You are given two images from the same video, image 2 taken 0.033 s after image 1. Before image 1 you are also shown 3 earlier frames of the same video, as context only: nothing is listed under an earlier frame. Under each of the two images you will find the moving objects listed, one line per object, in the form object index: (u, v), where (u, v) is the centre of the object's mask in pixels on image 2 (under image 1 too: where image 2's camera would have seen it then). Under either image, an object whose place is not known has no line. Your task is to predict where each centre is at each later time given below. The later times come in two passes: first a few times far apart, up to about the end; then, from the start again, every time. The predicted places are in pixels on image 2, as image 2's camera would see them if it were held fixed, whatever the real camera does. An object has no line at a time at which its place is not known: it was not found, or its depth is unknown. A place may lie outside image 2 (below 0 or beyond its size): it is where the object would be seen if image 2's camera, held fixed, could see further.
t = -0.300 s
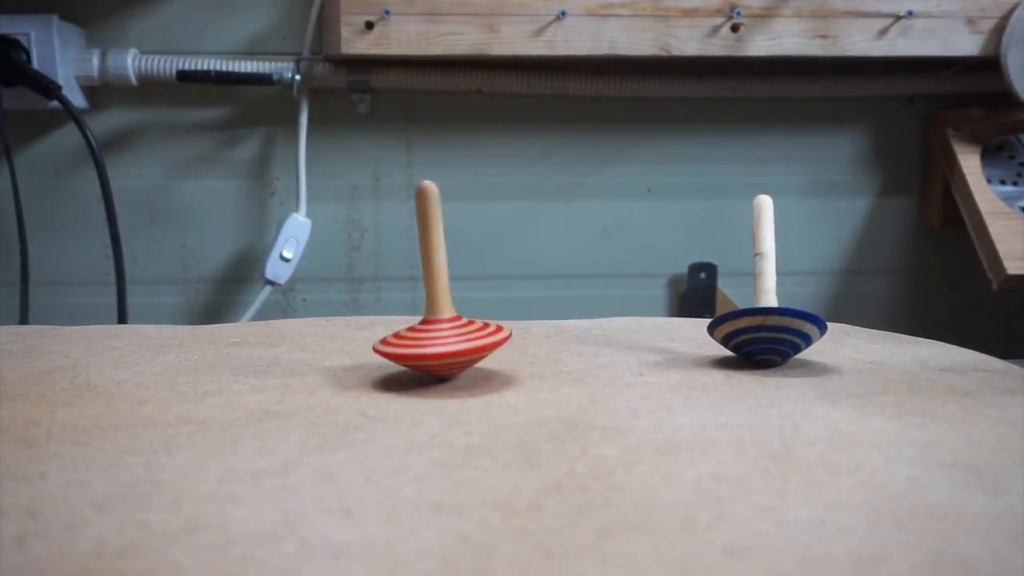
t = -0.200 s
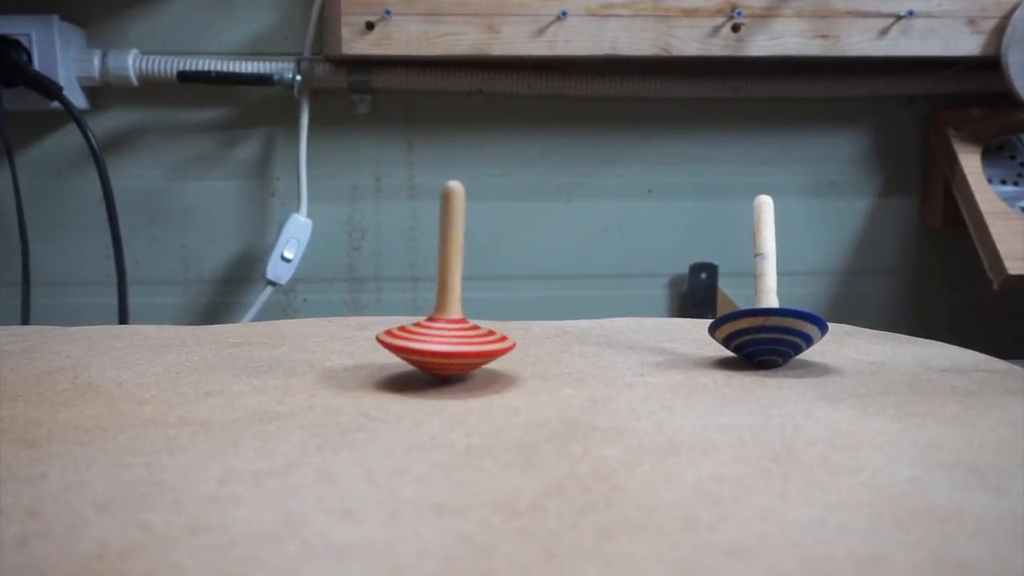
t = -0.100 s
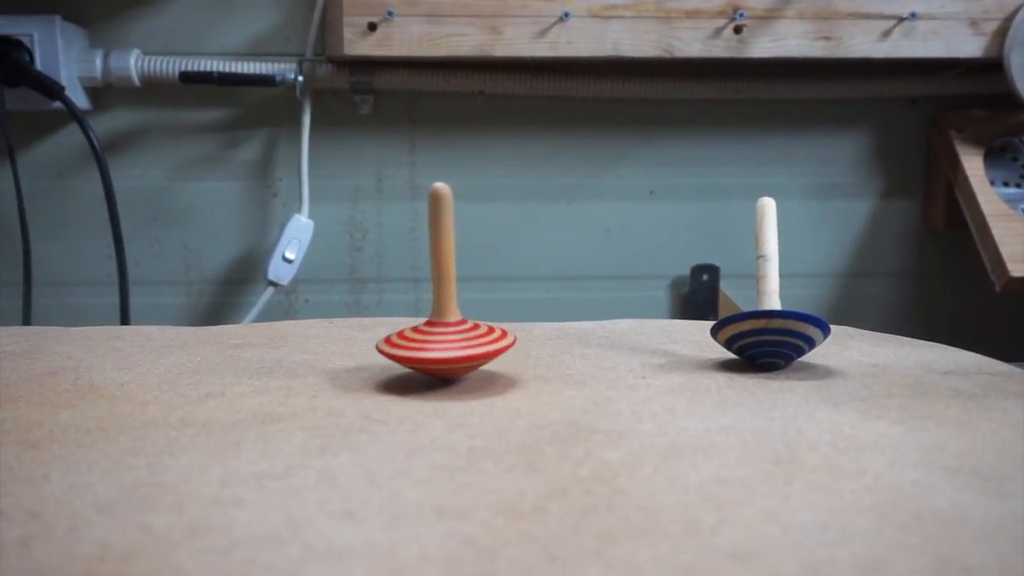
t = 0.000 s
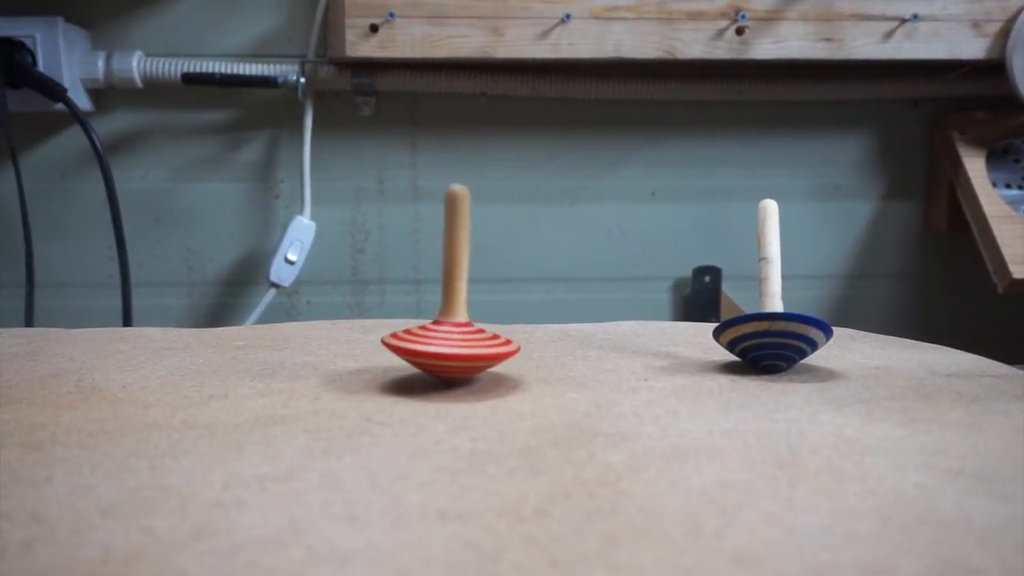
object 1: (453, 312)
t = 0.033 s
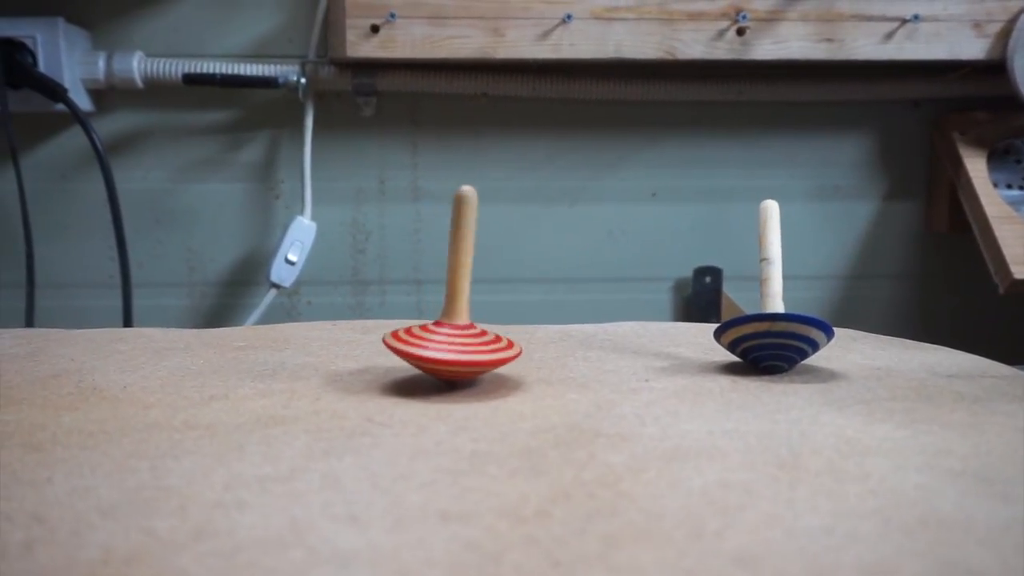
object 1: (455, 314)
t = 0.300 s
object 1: (459, 315)
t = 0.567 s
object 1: (463, 315)
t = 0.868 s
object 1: (463, 315)
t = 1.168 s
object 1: (463, 313)
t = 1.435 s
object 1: (465, 313)
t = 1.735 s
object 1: (470, 312)
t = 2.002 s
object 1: (471, 313)
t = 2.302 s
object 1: (475, 311)
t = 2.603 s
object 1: (473, 312)
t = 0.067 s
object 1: (455, 315)
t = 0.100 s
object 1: (453, 315)
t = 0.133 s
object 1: (450, 315)
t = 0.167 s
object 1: (450, 313)
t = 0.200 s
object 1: (452, 313)
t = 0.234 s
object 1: (457, 311)
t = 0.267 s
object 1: (459, 313)
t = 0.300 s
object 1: (459, 315)
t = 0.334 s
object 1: (458, 315)
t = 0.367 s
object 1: (454, 315)
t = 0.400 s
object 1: (453, 314)
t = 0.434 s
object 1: (453, 313)
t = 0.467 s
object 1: (457, 312)
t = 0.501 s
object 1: (461, 313)
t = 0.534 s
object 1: (464, 314)
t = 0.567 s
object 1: (463, 315)
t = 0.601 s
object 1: (460, 315)
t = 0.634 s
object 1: (458, 314)
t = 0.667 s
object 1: (456, 313)
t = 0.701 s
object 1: (457, 312)
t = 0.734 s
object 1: (461, 312)
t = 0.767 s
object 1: (464, 313)
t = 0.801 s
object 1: (466, 313)
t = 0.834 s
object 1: (465, 314)
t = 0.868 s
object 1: (463, 315)
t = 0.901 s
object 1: (460, 314)
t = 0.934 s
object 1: (459, 314)
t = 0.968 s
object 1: (460, 312)
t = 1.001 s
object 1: (462, 312)
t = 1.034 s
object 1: (466, 312)
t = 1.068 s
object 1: (468, 313)
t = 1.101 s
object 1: (467, 313)
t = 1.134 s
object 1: (465, 314)
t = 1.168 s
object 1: (463, 313)
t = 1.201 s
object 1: (463, 311)
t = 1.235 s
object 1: (465, 312)
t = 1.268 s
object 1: (468, 312)
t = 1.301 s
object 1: (470, 313)
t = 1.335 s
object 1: (470, 313)
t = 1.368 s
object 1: (469, 314)
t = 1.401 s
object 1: (467, 313)
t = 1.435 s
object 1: (465, 313)
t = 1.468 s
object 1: (466, 312)
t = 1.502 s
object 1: (467, 312)
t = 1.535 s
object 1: (471, 310)
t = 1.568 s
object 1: (473, 312)
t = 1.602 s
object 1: (474, 313)
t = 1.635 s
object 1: (473, 313)
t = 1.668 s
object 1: (469, 313)
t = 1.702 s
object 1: (469, 312)
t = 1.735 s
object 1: (470, 312)
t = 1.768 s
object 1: (473, 311)
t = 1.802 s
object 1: (477, 312)
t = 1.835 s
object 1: (479, 312)
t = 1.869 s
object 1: (479, 313)
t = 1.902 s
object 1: (478, 314)
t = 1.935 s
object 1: (475, 314)
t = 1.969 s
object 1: (472, 313)
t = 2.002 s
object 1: (471, 313)
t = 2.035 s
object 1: (473, 311)
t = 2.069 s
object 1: (475, 311)
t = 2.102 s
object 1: (479, 312)
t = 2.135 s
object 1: (482, 312)
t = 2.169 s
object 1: (481, 313)
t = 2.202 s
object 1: (479, 313)
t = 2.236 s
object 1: (477, 312)
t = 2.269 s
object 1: (474, 312)
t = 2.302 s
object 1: (475, 311)
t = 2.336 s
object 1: (477, 311)
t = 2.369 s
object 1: (482, 311)
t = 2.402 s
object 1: (485, 311)
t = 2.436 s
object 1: (486, 313)
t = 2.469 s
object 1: (486, 314)
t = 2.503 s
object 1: (482, 315)
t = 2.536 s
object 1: (478, 314)
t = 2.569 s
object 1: (475, 313)
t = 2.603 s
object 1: (473, 312)
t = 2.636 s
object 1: (474, 311)
